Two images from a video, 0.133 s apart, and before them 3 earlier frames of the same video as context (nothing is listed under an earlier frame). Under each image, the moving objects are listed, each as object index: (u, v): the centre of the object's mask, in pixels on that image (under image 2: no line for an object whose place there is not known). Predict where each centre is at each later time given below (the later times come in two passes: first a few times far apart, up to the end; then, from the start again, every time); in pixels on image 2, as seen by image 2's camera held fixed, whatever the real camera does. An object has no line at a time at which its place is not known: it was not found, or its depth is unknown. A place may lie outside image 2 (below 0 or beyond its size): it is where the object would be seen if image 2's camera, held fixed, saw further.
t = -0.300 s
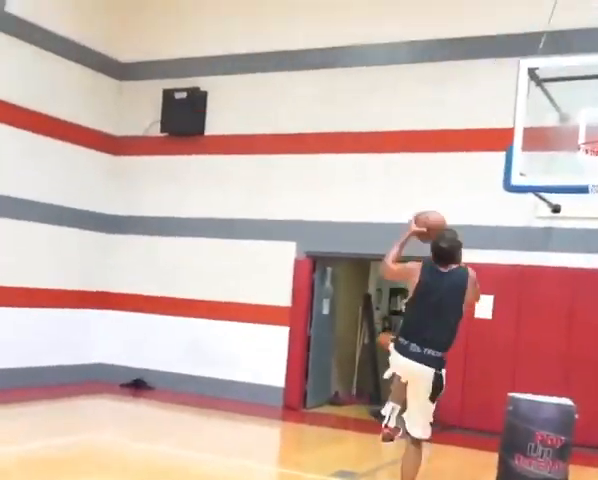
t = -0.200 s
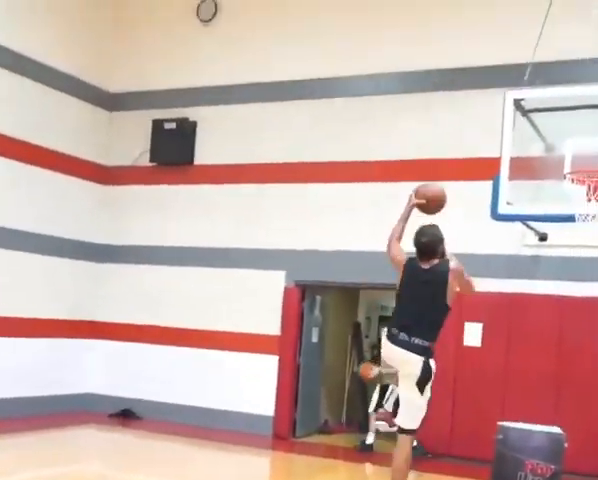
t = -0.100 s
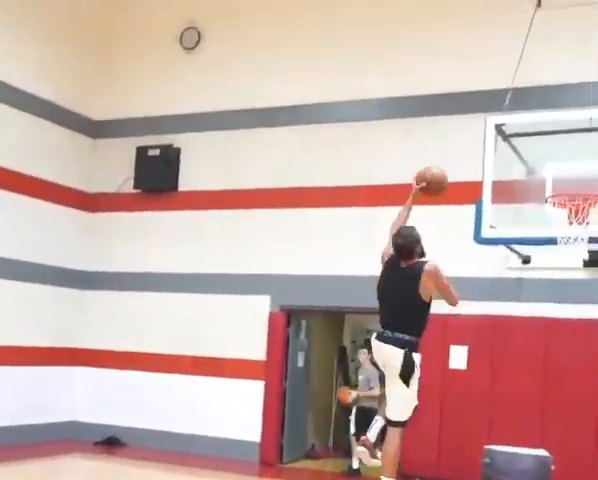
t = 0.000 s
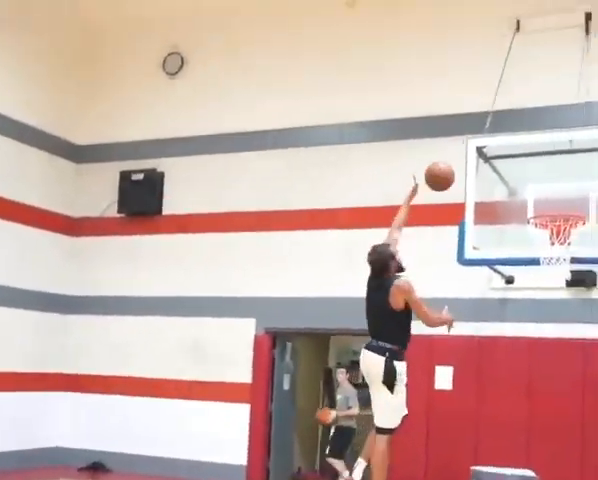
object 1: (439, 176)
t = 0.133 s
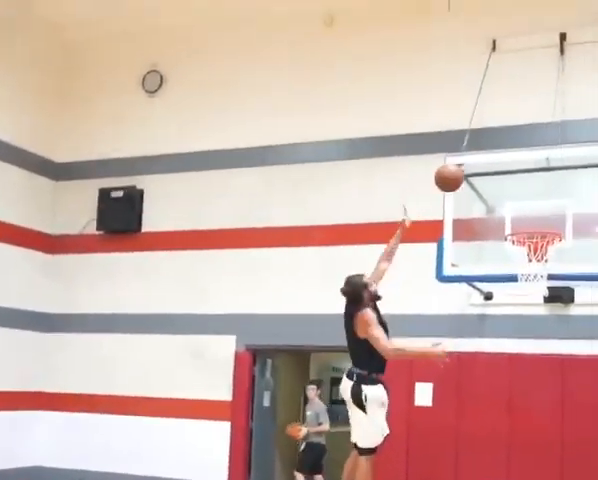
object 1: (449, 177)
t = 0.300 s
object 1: (483, 186)
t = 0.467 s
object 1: (515, 221)
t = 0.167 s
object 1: (456, 177)
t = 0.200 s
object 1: (462, 179)
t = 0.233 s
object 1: (469, 180)
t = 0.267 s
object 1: (475, 180)
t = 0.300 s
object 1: (483, 186)
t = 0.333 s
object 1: (490, 192)
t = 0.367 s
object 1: (496, 198)
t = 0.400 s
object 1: (503, 205)
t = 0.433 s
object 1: (509, 214)
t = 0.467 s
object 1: (515, 221)
